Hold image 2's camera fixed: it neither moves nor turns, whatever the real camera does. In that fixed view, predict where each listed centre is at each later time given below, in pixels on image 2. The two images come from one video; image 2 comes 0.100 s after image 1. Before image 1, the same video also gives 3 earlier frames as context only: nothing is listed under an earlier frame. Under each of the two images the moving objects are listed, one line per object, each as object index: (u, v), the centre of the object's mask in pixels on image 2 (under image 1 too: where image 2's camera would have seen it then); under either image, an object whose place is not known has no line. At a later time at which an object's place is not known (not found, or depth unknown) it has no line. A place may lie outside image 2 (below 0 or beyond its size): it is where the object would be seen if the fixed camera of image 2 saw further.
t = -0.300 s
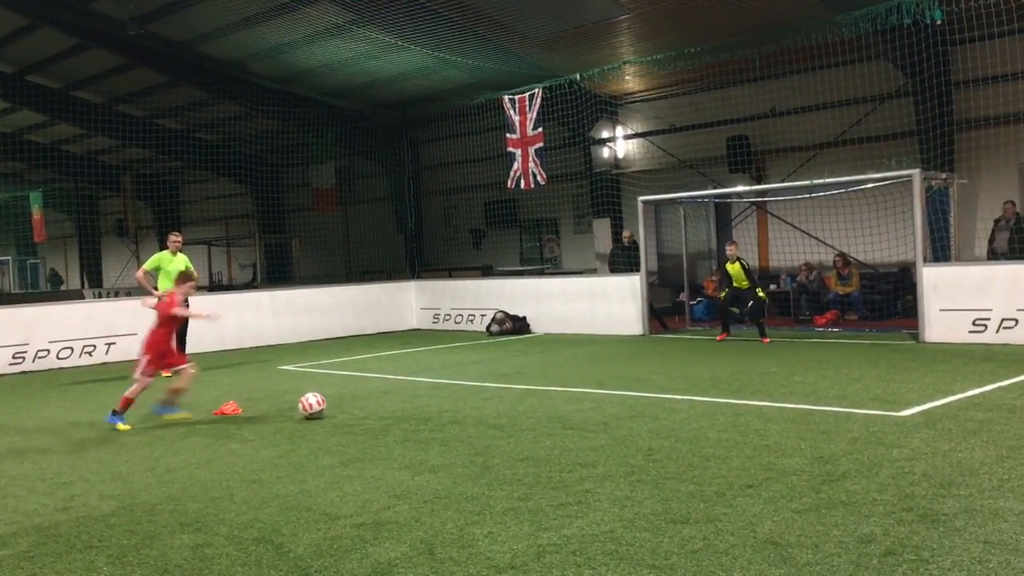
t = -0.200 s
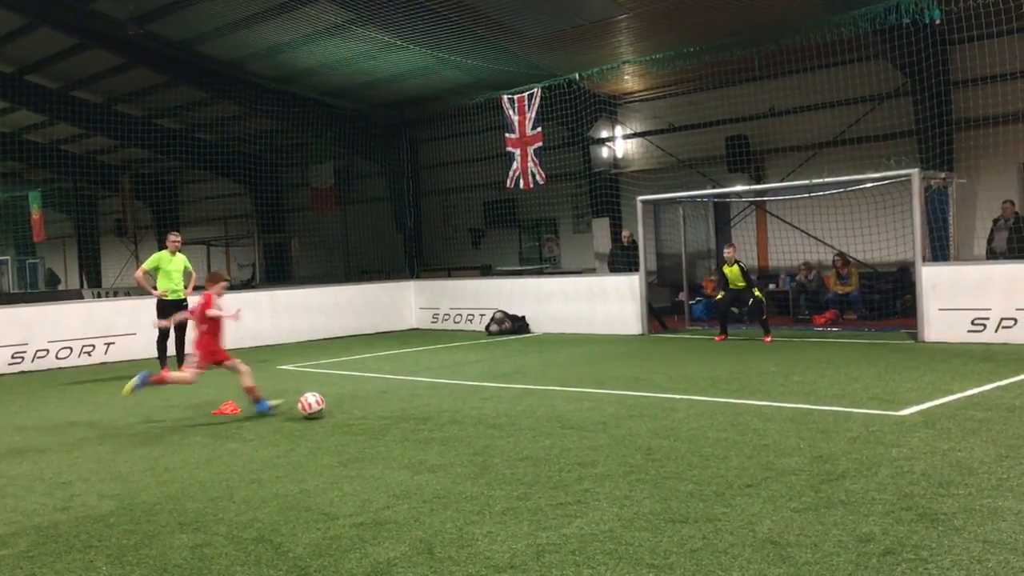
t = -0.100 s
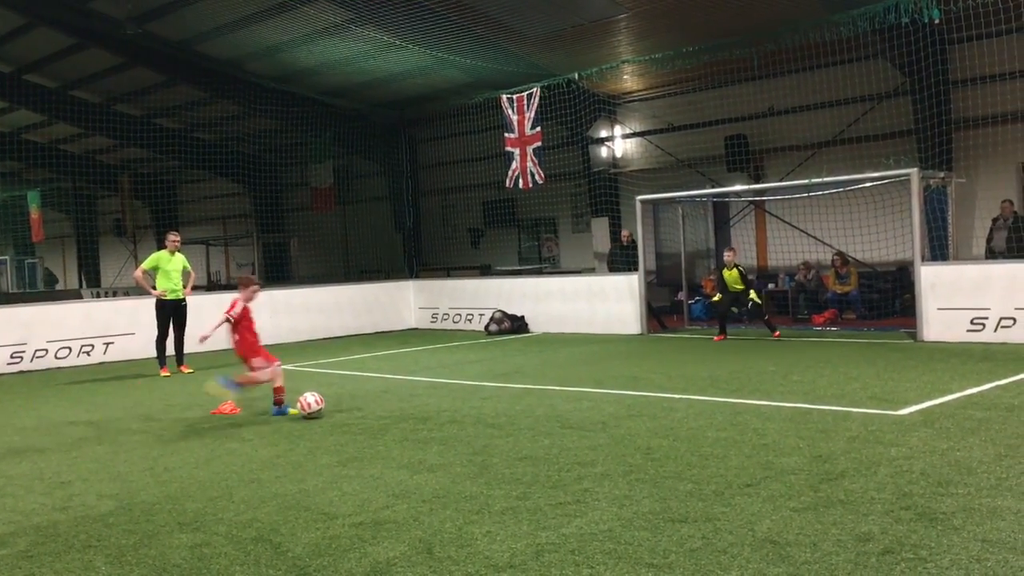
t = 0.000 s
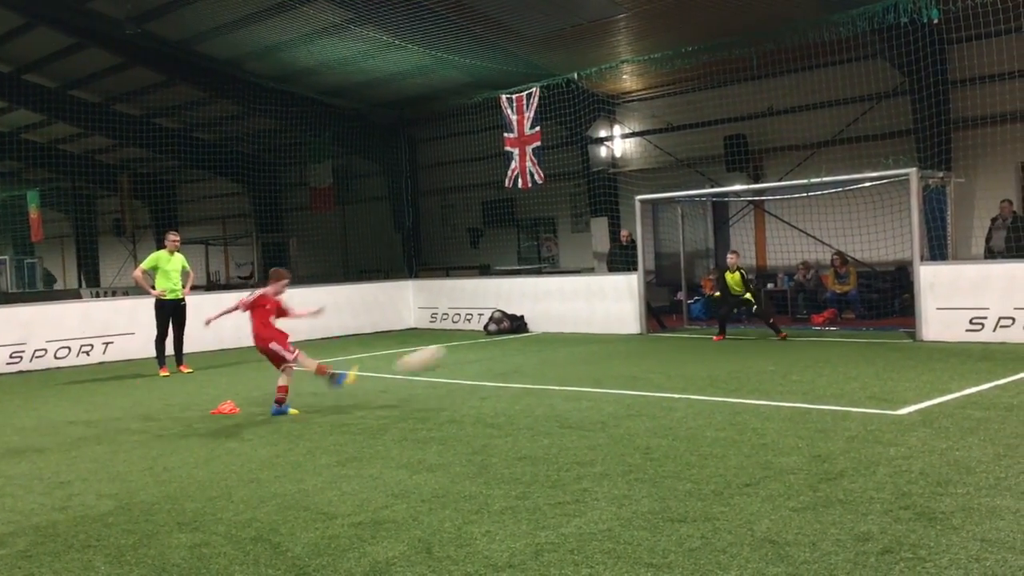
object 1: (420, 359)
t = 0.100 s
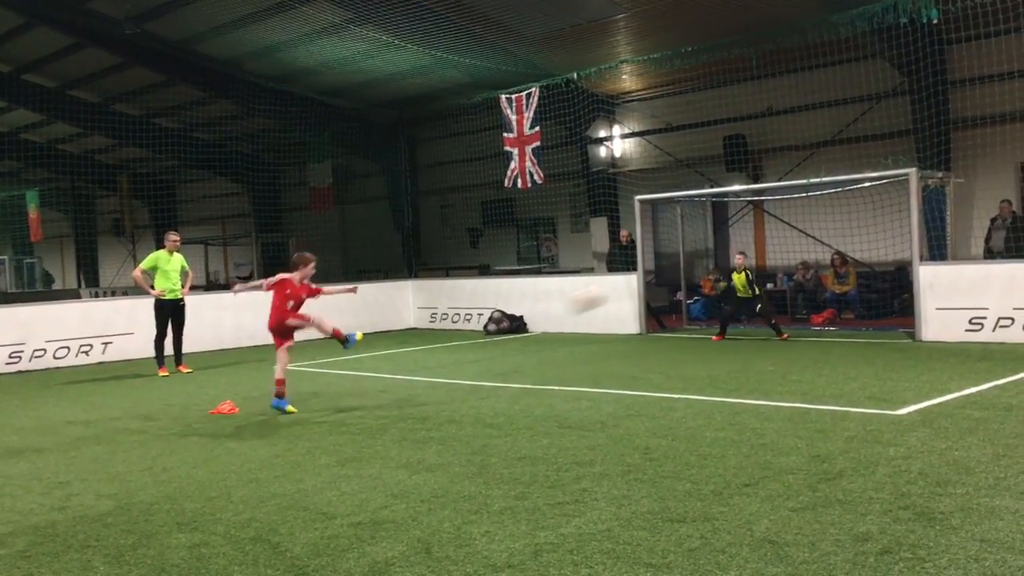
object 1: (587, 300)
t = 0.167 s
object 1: (684, 265)
